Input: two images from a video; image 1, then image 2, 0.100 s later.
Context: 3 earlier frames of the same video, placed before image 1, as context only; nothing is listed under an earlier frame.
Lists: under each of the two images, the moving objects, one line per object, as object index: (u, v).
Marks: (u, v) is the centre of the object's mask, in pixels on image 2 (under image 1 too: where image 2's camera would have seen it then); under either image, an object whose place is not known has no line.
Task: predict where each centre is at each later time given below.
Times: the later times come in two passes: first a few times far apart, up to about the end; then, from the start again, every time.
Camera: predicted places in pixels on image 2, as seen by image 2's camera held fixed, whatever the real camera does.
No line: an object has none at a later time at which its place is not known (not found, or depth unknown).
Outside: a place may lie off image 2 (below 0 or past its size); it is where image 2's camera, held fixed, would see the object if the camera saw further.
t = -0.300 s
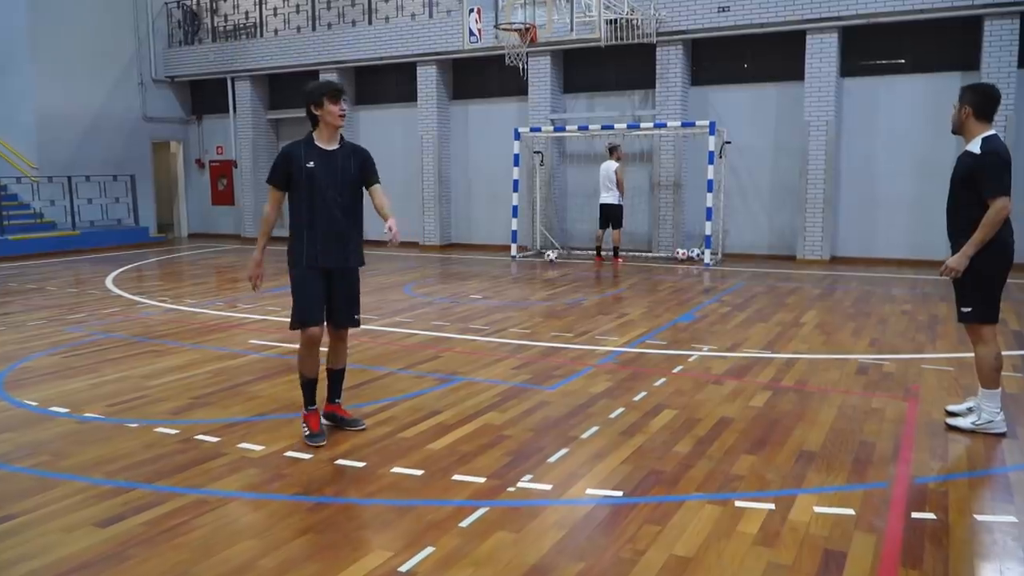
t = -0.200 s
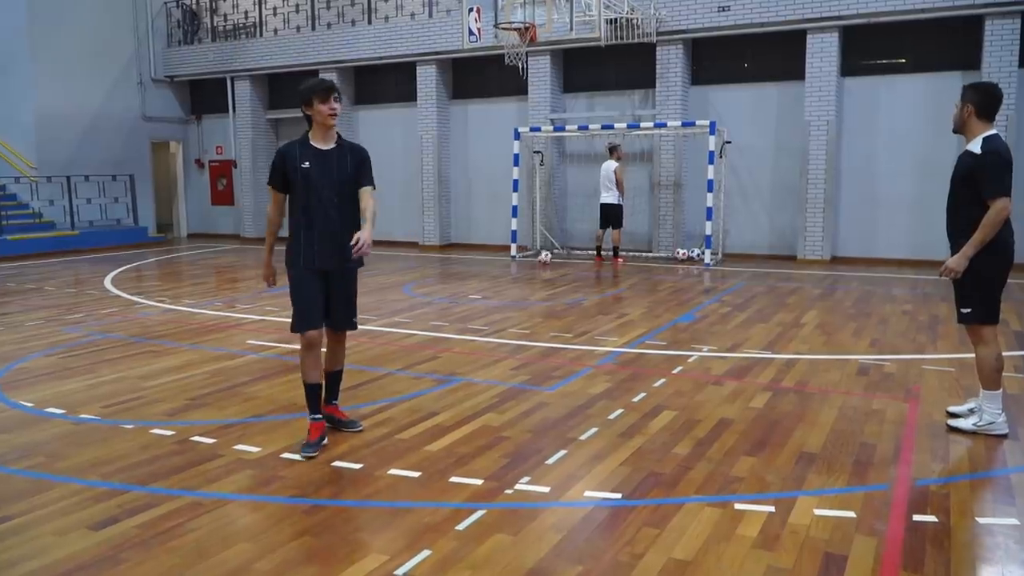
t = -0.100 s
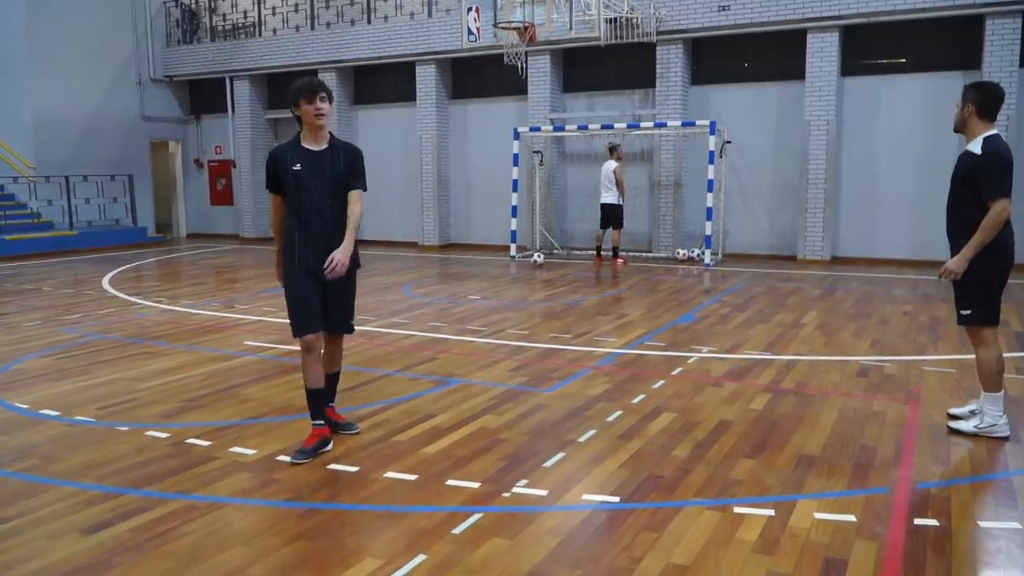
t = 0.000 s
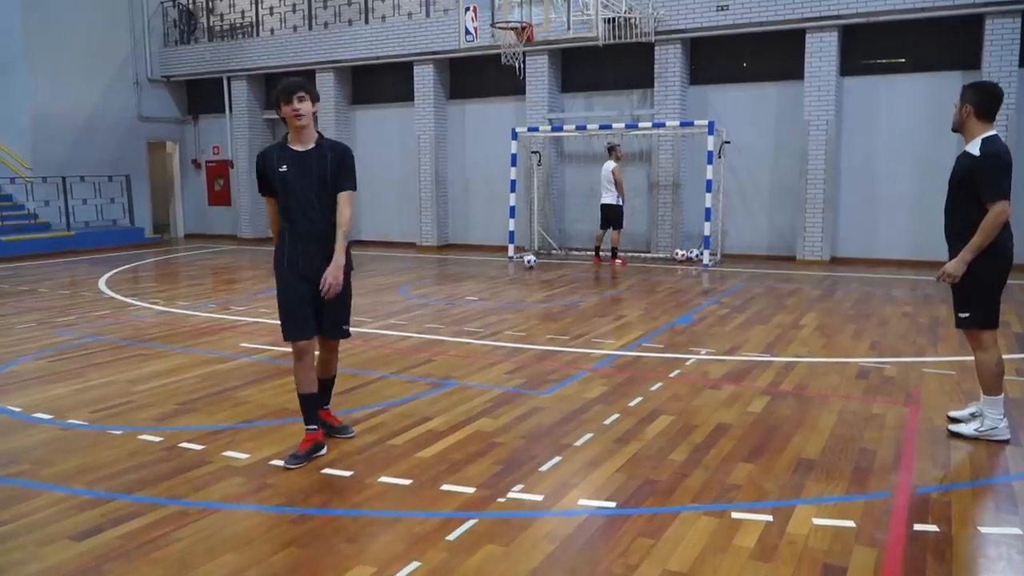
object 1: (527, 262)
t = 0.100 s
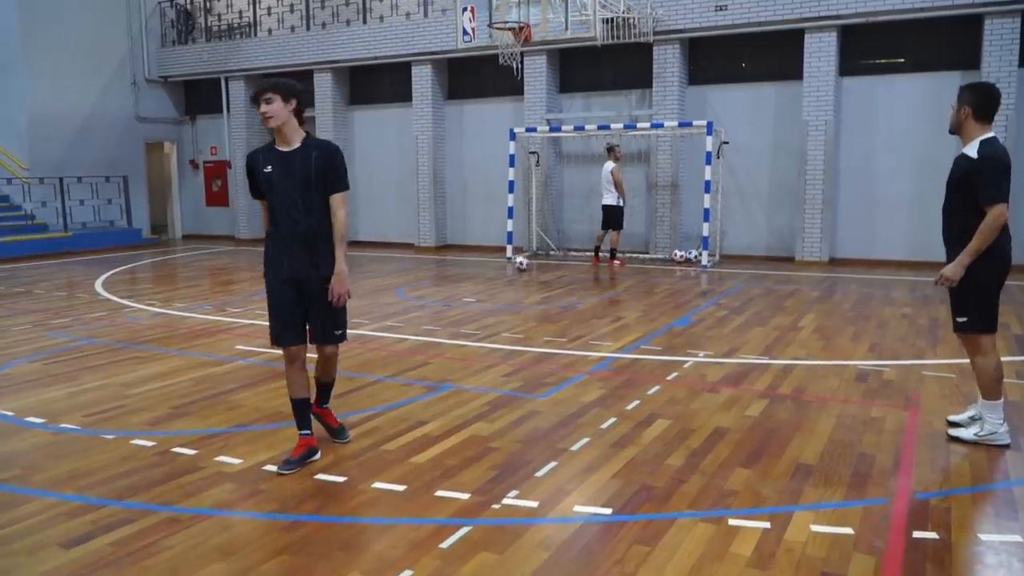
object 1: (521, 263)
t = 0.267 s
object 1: (510, 265)
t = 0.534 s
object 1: (491, 269)
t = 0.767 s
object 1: (475, 272)
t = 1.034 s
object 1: (456, 276)
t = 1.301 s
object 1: (435, 280)
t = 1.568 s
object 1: (414, 285)
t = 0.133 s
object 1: (518, 263)
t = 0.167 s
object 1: (516, 264)
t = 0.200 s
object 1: (513, 265)
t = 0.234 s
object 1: (511, 264)
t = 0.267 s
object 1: (510, 265)
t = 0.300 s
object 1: (507, 265)
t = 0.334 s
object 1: (505, 267)
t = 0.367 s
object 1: (502, 267)
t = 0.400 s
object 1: (501, 267)
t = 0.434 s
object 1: (499, 267)
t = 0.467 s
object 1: (496, 268)
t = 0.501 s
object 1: (494, 269)
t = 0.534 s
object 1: (491, 269)
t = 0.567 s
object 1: (488, 269)
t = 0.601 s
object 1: (486, 270)
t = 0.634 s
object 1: (484, 270)
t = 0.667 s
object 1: (482, 271)
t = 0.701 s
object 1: (480, 271)
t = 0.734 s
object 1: (477, 272)
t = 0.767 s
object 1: (475, 272)
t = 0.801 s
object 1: (473, 272)
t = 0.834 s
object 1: (470, 273)
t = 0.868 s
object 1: (468, 274)
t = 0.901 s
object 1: (466, 274)
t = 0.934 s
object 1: (463, 274)
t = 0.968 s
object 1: (460, 275)
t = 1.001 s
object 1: (458, 275)
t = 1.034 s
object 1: (456, 276)
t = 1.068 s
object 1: (453, 277)
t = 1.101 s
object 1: (450, 277)
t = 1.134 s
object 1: (448, 277)
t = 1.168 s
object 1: (445, 278)
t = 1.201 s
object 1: (442, 278)
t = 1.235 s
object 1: (440, 279)
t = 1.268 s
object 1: (437, 280)
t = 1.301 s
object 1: (435, 280)
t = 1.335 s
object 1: (432, 280)
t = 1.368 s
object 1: (430, 281)
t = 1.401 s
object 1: (427, 282)
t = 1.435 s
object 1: (425, 282)
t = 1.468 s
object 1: (422, 283)
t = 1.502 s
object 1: (419, 283)
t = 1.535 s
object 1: (417, 284)
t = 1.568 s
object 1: (414, 285)
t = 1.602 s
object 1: (411, 286)
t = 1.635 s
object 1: (409, 286)
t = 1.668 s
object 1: (406, 286)
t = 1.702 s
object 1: (403, 287)
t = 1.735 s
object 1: (400, 288)
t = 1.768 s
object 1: (398, 288)
